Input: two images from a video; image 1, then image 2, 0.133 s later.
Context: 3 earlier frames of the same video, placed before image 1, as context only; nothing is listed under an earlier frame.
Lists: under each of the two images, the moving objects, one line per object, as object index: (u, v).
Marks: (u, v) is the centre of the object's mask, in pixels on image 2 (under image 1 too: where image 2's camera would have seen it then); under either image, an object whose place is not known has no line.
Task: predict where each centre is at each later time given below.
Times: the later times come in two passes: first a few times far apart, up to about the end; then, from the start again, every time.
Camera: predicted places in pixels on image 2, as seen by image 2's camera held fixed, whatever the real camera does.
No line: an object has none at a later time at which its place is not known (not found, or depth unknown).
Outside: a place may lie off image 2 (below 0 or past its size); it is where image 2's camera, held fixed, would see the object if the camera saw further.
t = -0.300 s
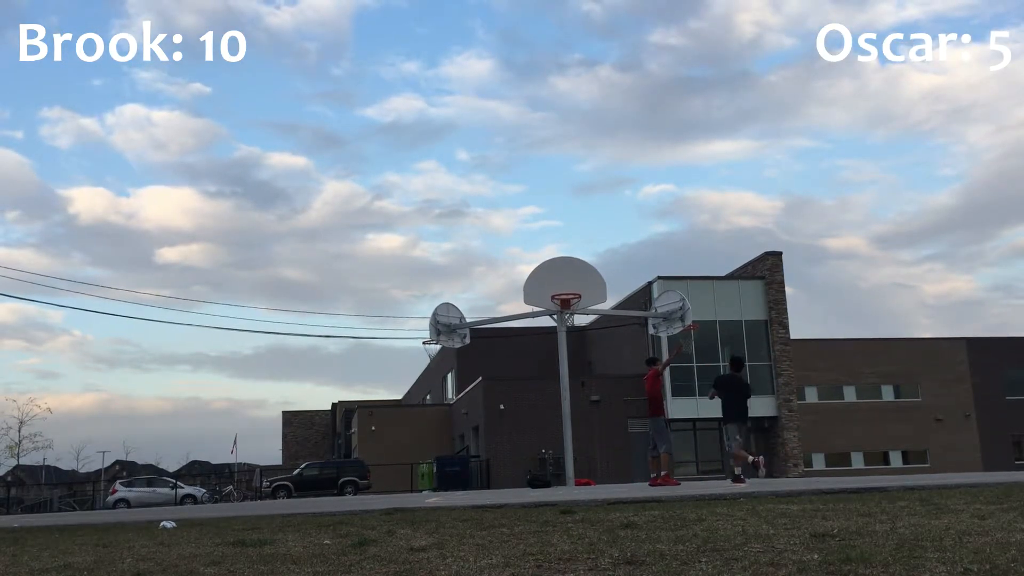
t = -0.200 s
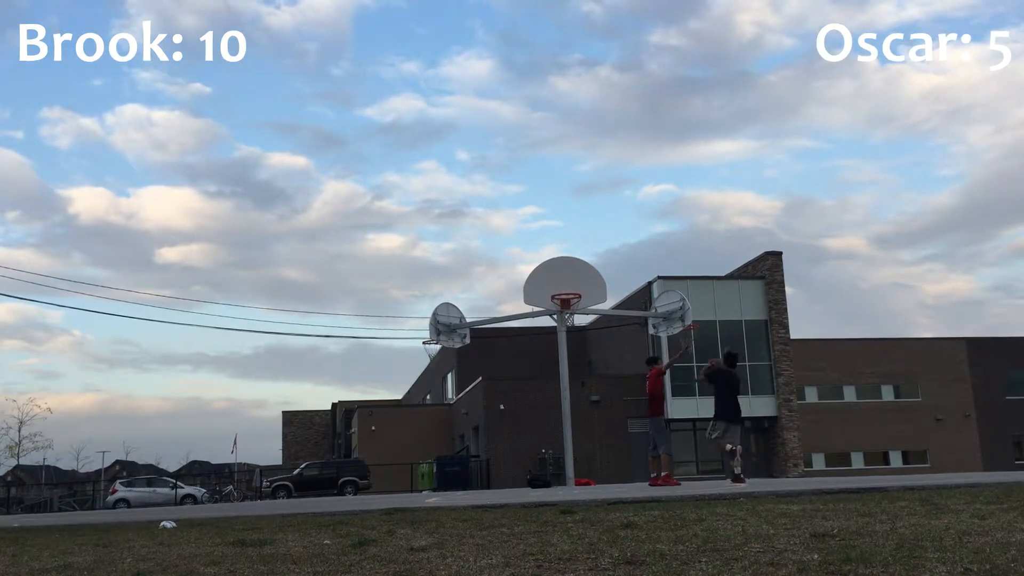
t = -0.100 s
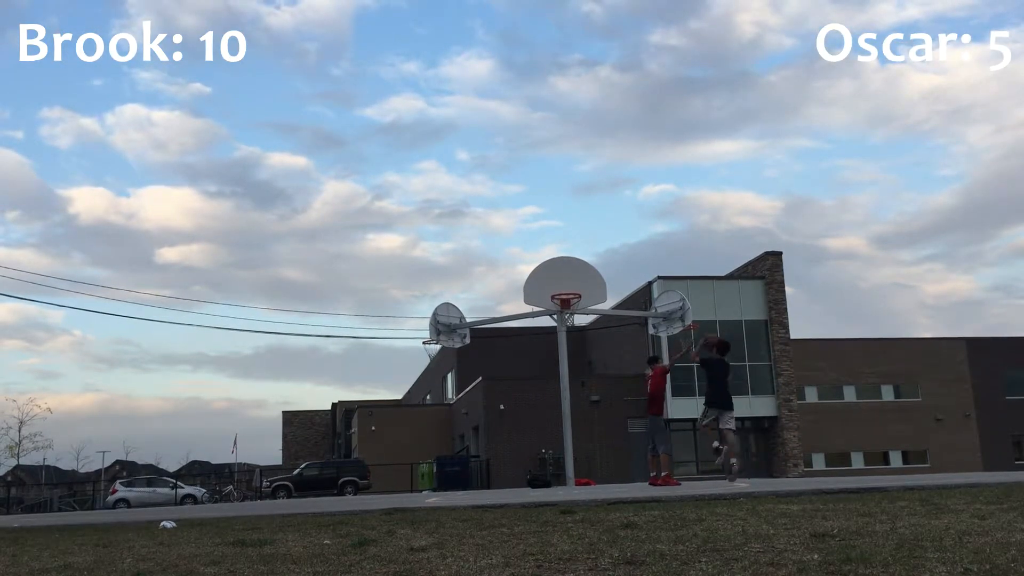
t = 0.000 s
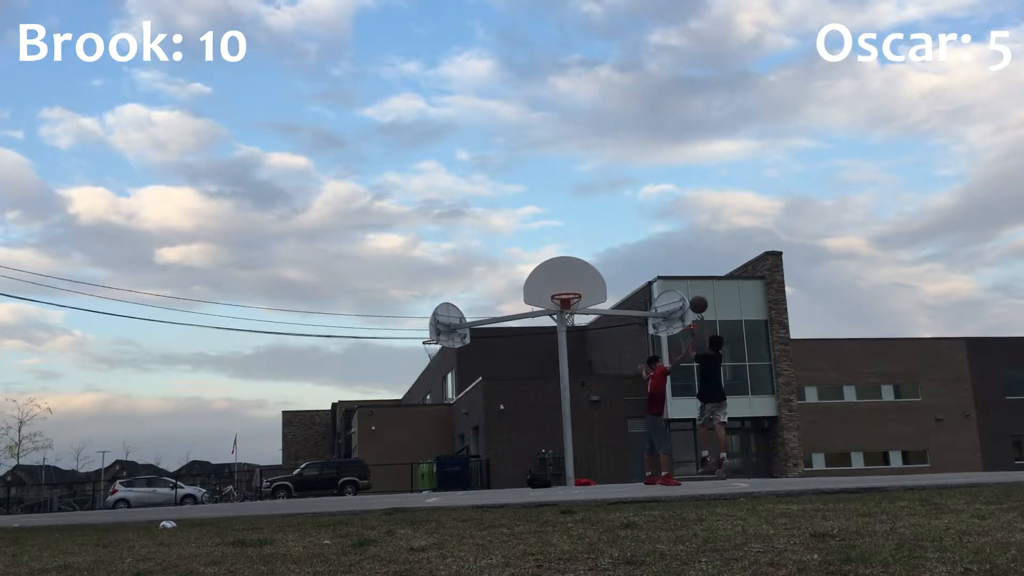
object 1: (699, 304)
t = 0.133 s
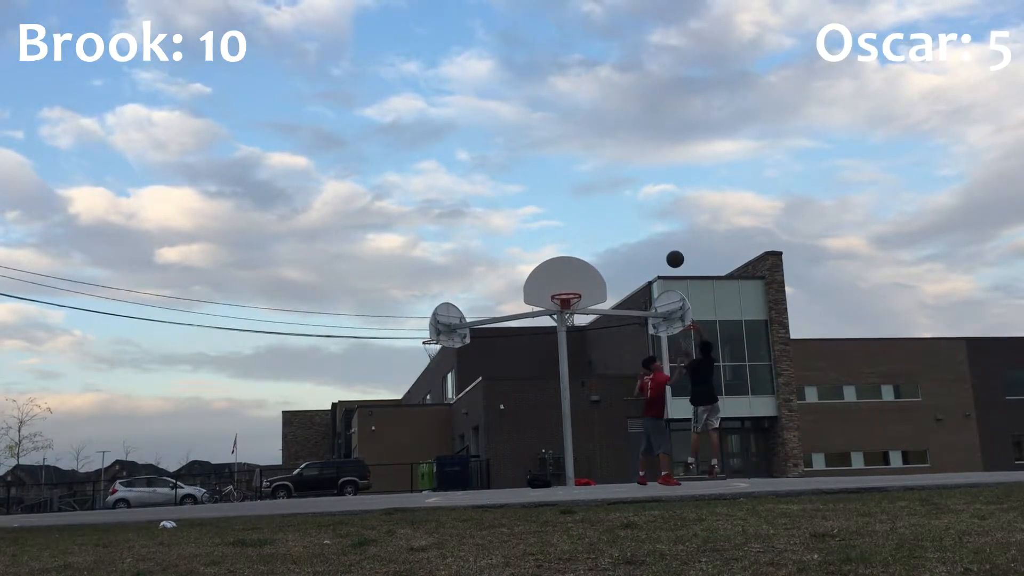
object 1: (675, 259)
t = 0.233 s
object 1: (659, 235)
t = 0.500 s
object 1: (624, 206)
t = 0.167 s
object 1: (670, 250)
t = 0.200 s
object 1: (665, 242)
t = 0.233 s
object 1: (659, 235)
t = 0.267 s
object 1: (654, 228)
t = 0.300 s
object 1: (650, 223)
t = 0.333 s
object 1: (645, 218)
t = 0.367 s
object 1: (640, 214)
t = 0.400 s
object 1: (636, 211)
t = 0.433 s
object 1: (632, 209)
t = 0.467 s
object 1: (628, 207)
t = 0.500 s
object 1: (624, 206)
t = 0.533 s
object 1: (620, 206)
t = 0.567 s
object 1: (616, 207)
